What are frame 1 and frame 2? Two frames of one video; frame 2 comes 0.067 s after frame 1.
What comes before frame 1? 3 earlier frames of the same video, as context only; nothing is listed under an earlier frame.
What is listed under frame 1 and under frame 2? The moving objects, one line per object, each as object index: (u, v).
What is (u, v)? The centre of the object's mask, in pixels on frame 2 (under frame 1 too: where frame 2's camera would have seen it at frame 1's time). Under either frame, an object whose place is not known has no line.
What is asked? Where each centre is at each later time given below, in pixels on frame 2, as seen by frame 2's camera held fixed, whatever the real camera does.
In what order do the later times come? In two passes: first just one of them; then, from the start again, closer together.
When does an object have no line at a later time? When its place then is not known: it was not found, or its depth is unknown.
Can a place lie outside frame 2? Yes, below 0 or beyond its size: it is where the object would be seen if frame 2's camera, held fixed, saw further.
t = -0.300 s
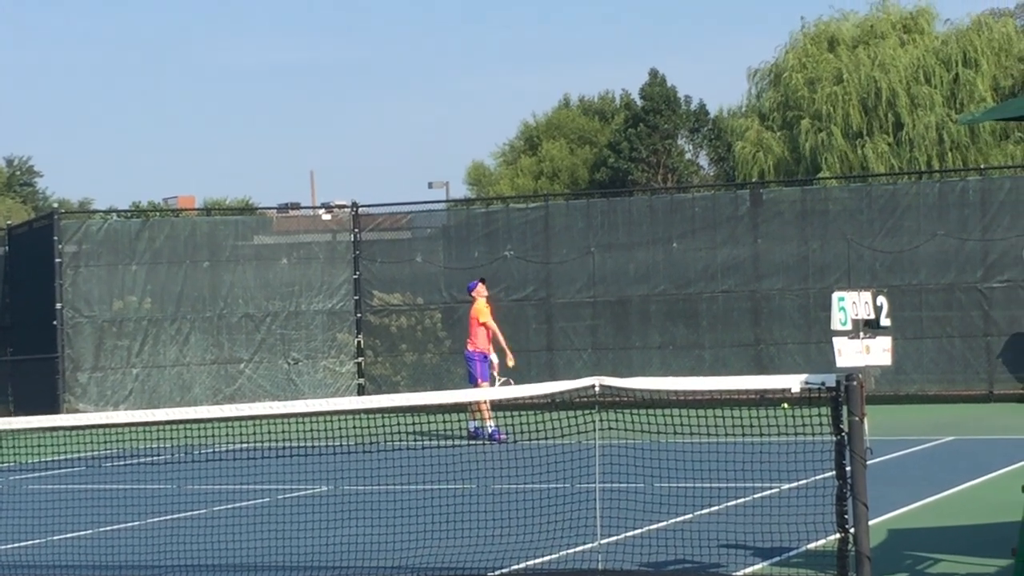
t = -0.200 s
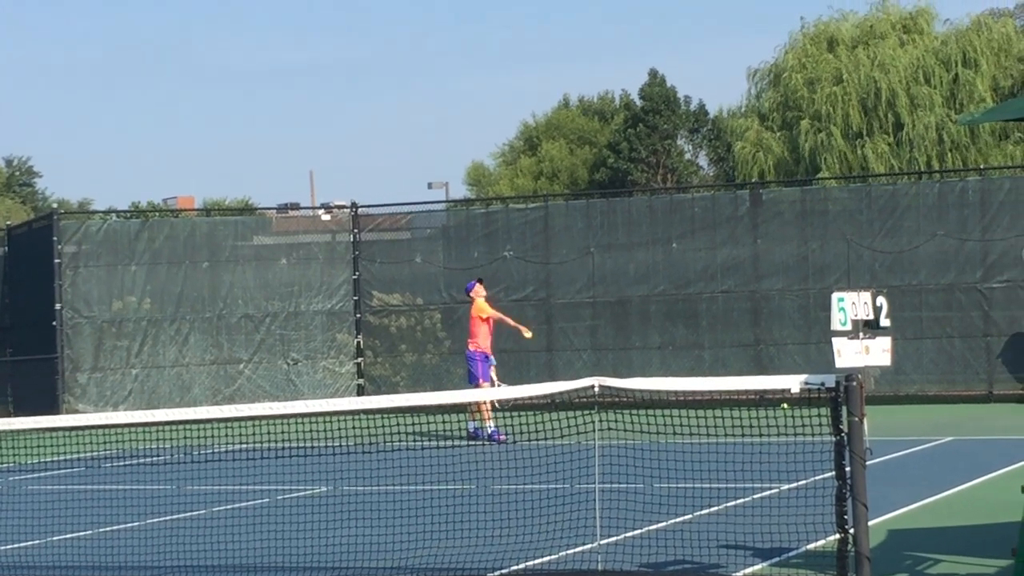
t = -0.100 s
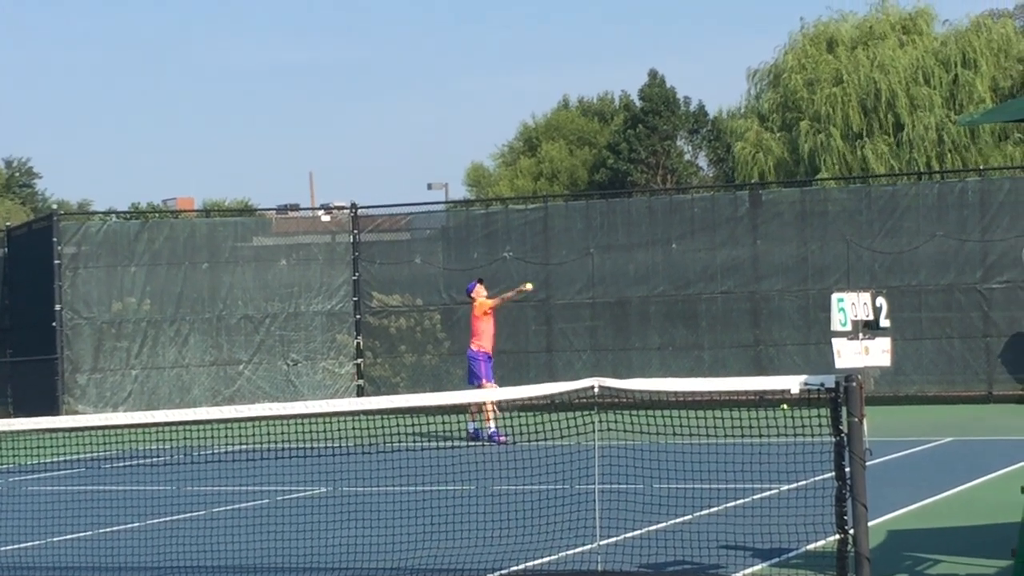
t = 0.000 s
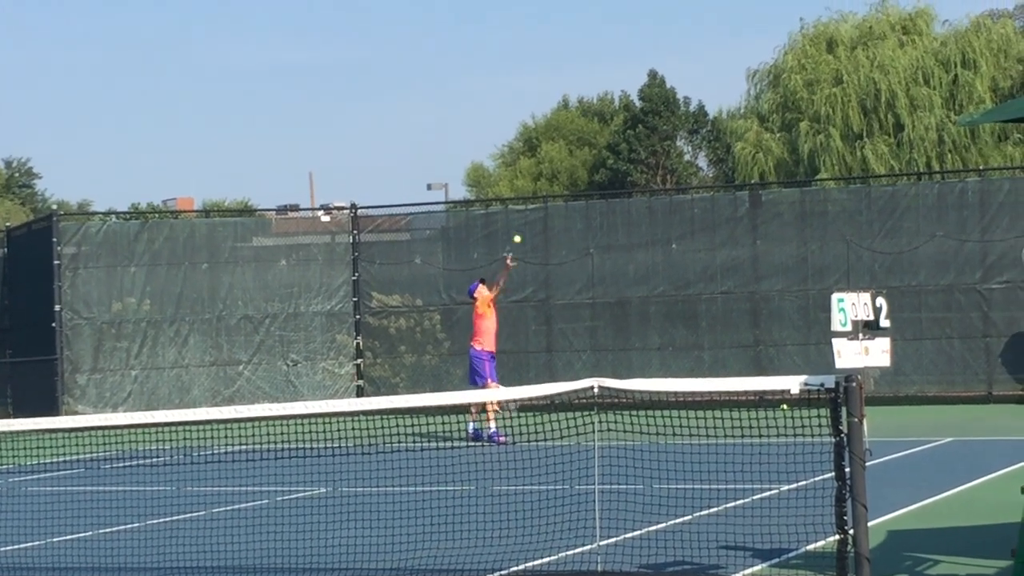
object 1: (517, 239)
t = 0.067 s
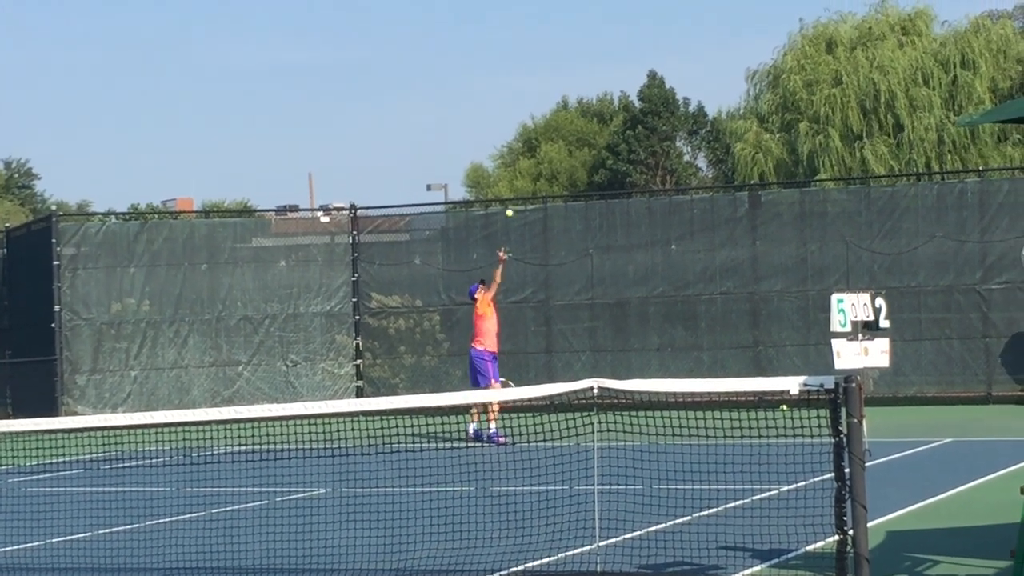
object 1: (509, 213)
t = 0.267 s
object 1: (489, 157)
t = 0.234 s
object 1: (492, 163)
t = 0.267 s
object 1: (489, 157)
